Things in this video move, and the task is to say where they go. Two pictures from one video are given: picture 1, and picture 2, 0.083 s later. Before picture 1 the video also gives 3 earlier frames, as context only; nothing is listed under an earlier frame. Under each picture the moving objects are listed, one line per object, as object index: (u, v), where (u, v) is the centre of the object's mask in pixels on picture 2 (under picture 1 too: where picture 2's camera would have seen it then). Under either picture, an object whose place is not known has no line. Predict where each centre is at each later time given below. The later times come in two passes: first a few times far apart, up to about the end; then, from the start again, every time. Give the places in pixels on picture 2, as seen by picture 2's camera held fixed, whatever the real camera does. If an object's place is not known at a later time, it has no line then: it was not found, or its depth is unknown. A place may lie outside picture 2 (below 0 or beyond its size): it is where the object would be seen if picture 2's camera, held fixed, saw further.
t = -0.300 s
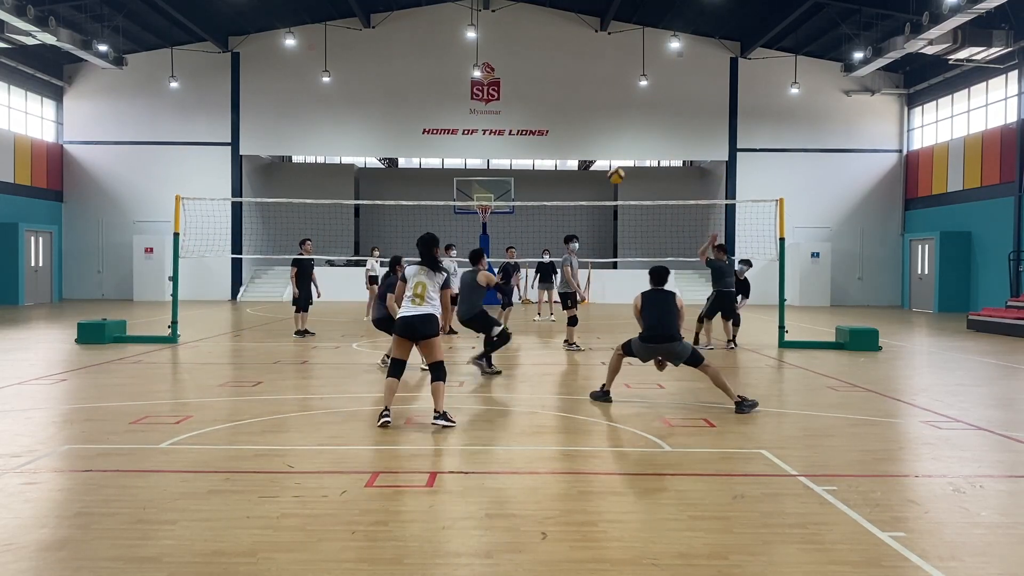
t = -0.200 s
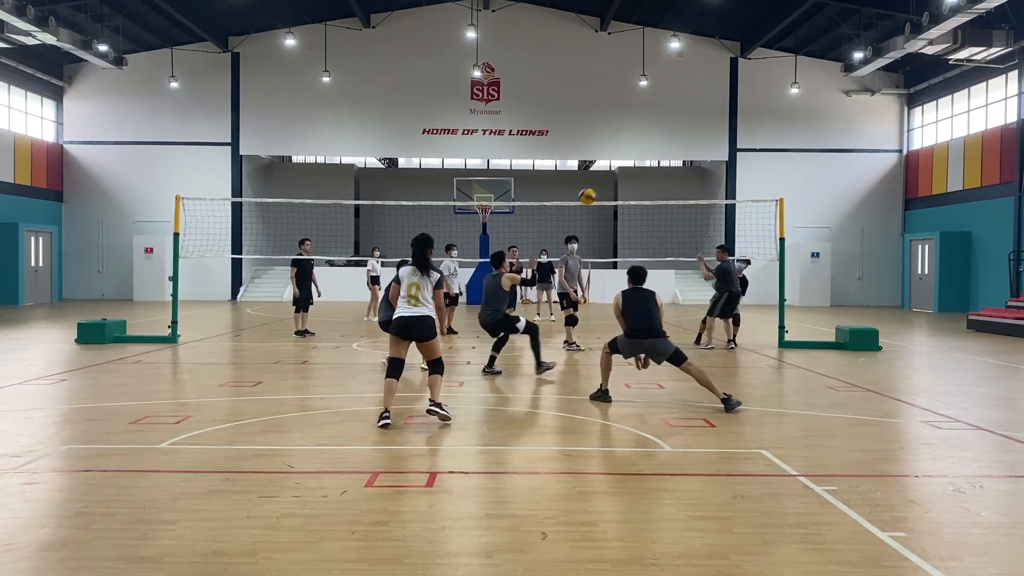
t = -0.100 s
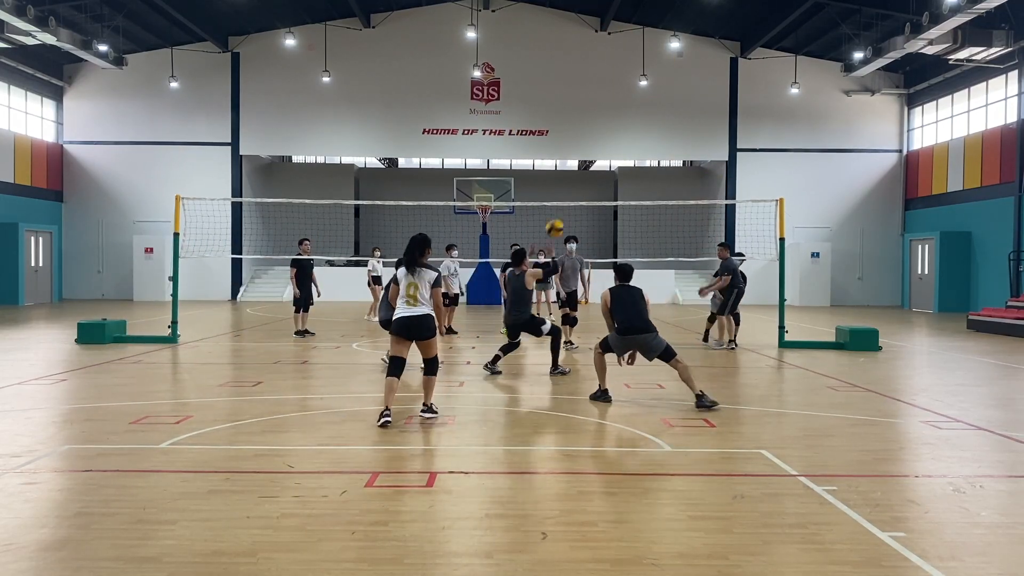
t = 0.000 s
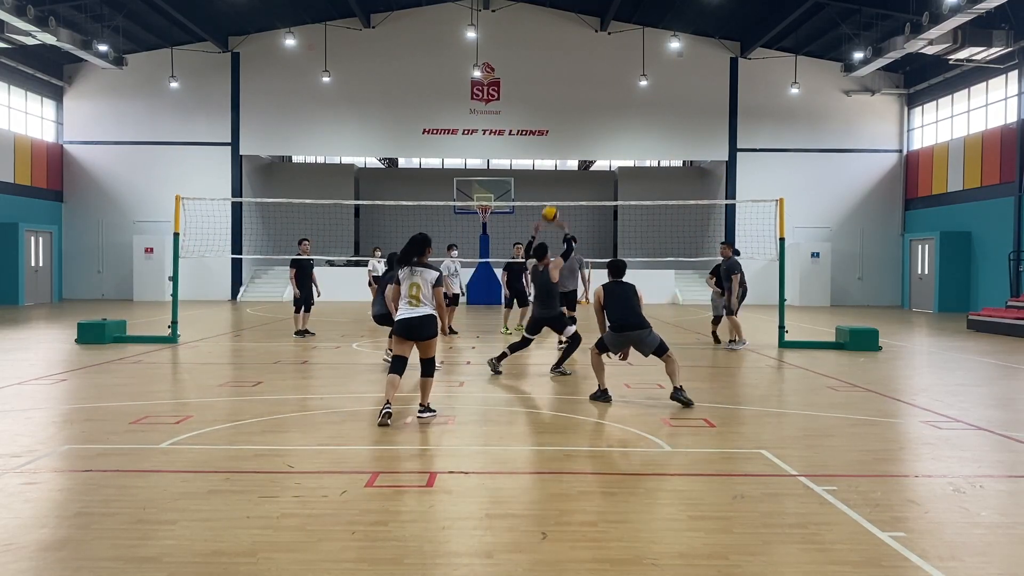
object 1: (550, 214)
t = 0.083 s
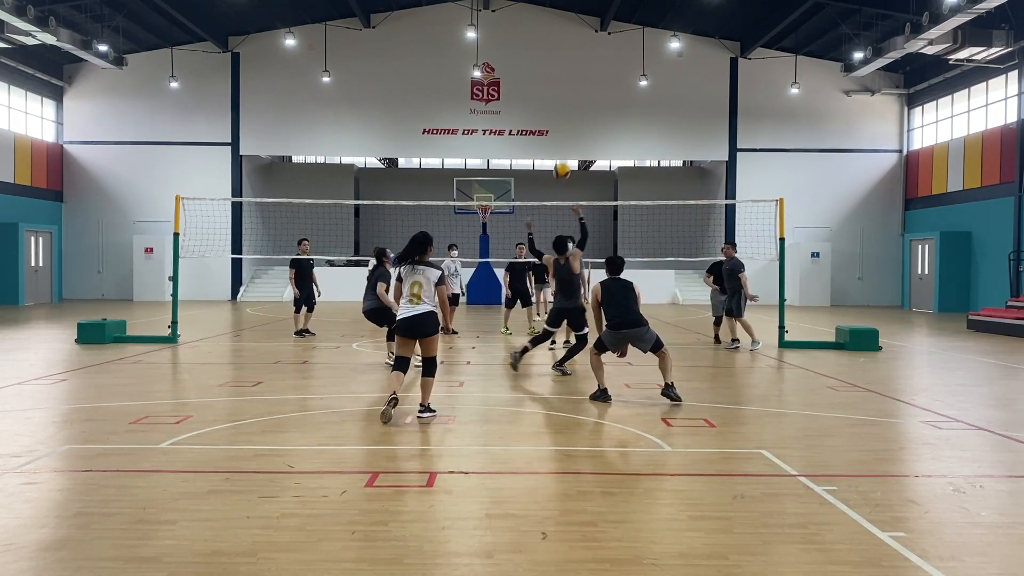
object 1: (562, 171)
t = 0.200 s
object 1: (578, 121)
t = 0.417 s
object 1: (607, 67)
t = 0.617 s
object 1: (631, 52)
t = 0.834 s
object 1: (654, 69)
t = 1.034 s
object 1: (674, 111)
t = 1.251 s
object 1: (692, 183)
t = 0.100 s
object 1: (564, 162)
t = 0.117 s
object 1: (567, 154)
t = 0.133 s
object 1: (569, 148)
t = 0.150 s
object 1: (571, 141)
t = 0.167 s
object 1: (573, 134)
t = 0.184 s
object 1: (576, 128)
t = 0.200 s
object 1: (578, 121)
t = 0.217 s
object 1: (580, 115)
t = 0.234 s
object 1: (583, 110)
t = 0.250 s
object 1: (585, 104)
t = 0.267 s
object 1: (588, 99)
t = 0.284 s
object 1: (590, 95)
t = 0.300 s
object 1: (592, 90)
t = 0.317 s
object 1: (594, 86)
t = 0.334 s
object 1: (596, 82)
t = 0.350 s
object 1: (598, 79)
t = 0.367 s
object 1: (600, 75)
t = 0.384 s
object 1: (603, 72)
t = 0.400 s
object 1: (605, 69)
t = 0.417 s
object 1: (607, 67)
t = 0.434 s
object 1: (609, 64)
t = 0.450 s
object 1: (611, 62)
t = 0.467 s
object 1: (613, 60)
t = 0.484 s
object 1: (615, 58)
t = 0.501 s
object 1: (617, 57)
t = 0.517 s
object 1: (619, 55)
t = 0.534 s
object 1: (621, 54)
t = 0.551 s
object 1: (623, 53)
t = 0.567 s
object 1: (625, 52)
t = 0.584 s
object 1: (627, 52)
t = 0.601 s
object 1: (629, 52)
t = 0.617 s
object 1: (631, 52)
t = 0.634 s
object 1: (632, 52)
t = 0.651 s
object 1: (634, 52)
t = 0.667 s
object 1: (636, 53)
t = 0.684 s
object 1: (638, 54)
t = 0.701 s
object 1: (640, 54)
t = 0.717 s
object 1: (642, 56)
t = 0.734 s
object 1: (643, 57)
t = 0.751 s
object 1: (645, 58)
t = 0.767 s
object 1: (647, 60)
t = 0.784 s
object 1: (649, 62)
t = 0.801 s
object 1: (651, 64)
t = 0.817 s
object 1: (652, 67)
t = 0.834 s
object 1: (654, 69)
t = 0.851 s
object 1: (656, 71)
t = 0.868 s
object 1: (657, 74)
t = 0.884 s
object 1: (659, 77)
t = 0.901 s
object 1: (661, 80)
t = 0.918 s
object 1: (662, 83)
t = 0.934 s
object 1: (664, 87)
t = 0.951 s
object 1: (666, 91)
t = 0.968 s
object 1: (667, 94)
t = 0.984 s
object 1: (669, 98)
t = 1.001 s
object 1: (671, 103)
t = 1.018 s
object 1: (672, 107)
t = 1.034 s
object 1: (674, 111)
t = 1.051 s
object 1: (675, 116)
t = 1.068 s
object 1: (676, 121)
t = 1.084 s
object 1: (678, 126)
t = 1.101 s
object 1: (679, 131)
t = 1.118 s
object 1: (681, 136)
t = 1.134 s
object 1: (682, 142)
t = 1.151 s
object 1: (684, 147)
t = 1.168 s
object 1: (685, 153)
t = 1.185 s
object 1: (686, 159)
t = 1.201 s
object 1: (688, 165)
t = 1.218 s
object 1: (689, 171)
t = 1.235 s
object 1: (690, 177)
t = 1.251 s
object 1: (692, 183)
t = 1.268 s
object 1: (692, 189)
